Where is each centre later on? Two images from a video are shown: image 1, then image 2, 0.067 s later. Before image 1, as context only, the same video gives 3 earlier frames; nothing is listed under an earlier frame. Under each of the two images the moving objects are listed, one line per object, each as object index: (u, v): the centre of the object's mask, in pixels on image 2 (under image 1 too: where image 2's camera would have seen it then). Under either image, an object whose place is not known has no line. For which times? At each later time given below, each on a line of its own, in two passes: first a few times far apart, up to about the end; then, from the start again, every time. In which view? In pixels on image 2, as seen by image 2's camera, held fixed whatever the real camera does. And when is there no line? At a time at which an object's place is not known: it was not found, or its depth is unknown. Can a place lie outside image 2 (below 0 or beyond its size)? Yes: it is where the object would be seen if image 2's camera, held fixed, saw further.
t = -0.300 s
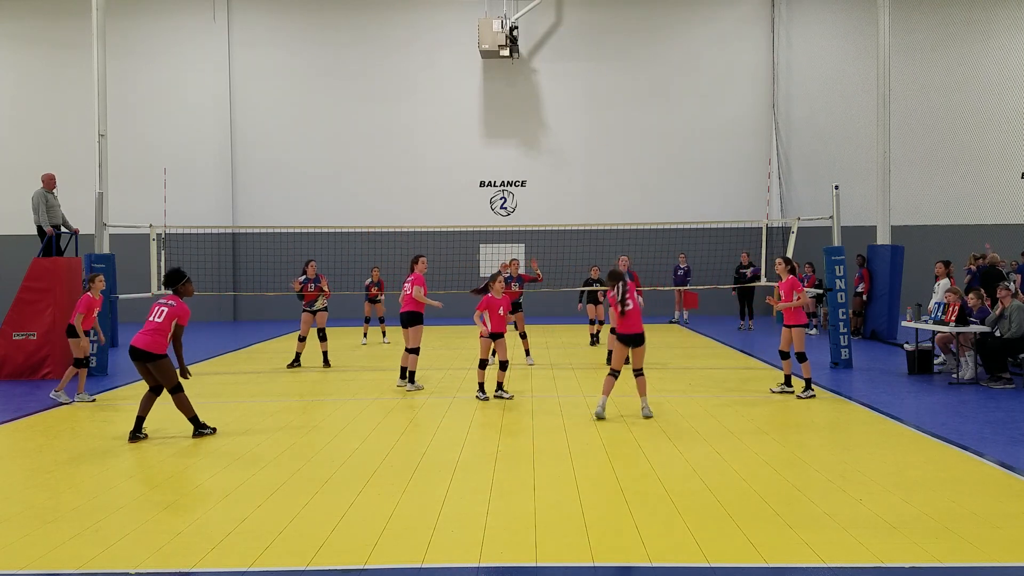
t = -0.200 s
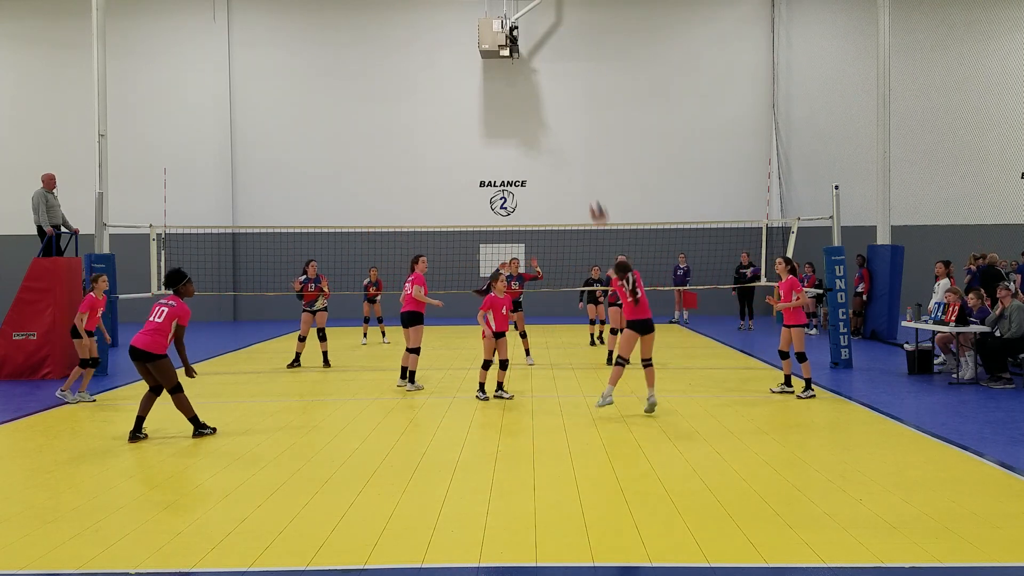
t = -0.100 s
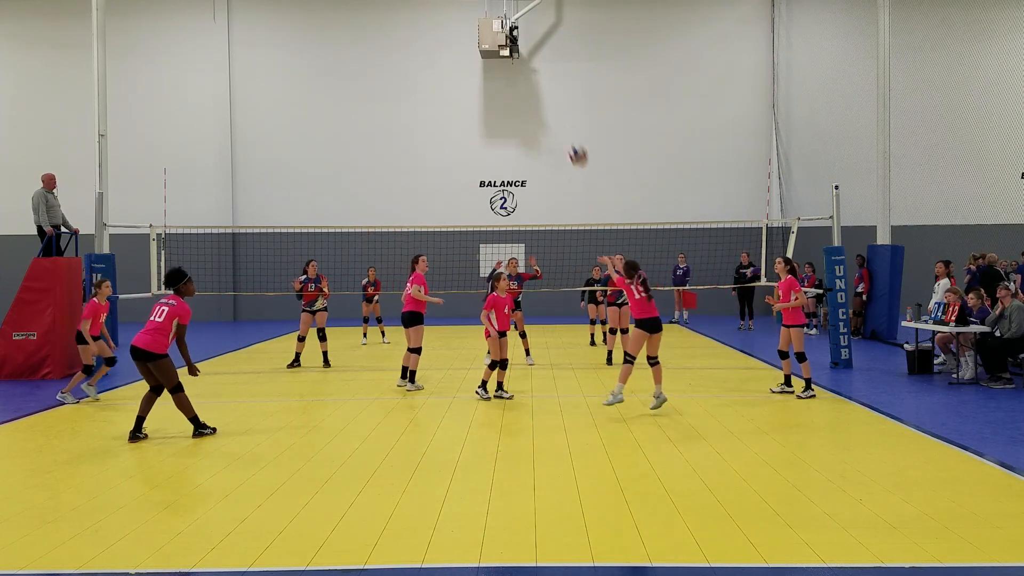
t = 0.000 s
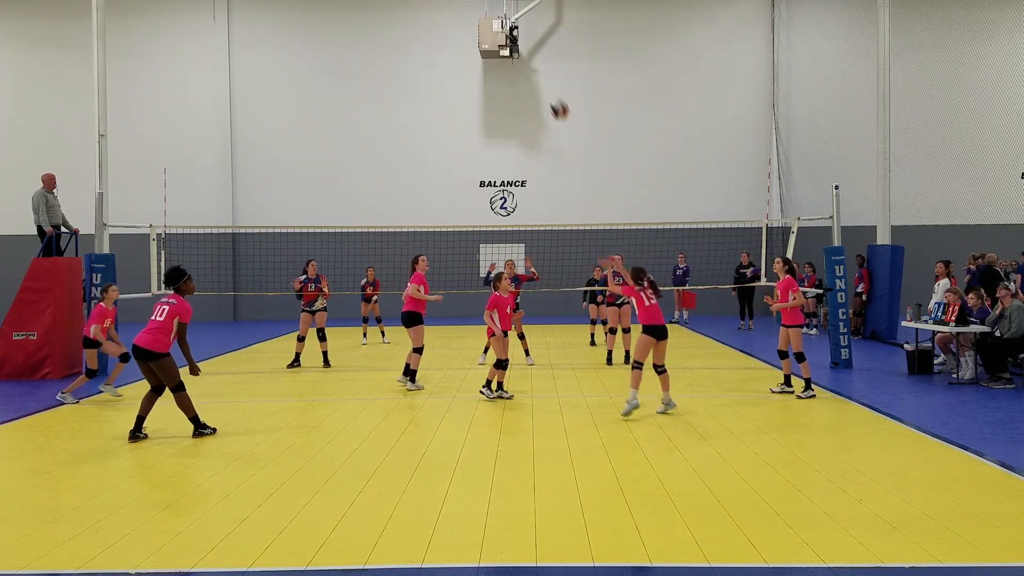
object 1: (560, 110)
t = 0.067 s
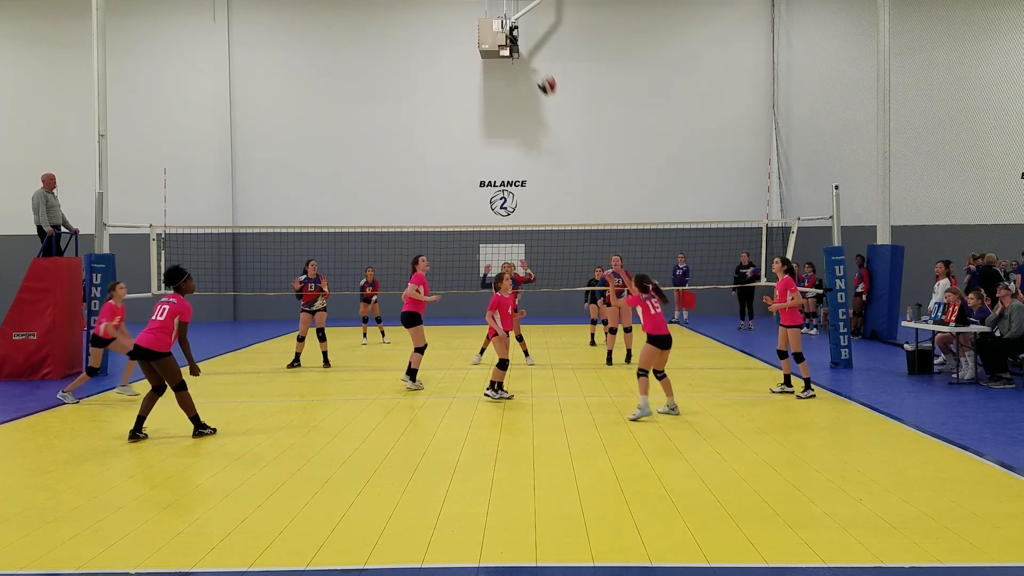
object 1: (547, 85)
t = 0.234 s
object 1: (519, 43)
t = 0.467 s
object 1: (478, 32)
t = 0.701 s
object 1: (444, 64)
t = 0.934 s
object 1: (414, 134)
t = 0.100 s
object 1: (542, 76)
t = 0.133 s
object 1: (535, 65)
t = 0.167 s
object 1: (528, 57)
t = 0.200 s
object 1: (523, 50)
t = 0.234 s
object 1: (519, 43)
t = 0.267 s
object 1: (512, 38)
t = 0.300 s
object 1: (505, 35)
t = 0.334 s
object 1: (500, 32)
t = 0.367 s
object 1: (495, 31)
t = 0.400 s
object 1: (489, 30)
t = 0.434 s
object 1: (484, 31)
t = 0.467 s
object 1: (478, 32)
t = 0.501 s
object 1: (473, 33)
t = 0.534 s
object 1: (468, 36)
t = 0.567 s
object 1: (463, 40)
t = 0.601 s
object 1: (458, 45)
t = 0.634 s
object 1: (454, 50)
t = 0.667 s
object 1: (449, 57)
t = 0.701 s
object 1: (444, 64)
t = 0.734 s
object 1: (440, 72)
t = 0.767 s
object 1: (435, 81)
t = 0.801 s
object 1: (431, 90)
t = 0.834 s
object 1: (426, 100)
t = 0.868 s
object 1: (422, 110)
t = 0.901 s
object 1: (418, 122)
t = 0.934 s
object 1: (414, 134)
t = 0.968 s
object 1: (411, 147)
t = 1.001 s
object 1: (407, 160)
